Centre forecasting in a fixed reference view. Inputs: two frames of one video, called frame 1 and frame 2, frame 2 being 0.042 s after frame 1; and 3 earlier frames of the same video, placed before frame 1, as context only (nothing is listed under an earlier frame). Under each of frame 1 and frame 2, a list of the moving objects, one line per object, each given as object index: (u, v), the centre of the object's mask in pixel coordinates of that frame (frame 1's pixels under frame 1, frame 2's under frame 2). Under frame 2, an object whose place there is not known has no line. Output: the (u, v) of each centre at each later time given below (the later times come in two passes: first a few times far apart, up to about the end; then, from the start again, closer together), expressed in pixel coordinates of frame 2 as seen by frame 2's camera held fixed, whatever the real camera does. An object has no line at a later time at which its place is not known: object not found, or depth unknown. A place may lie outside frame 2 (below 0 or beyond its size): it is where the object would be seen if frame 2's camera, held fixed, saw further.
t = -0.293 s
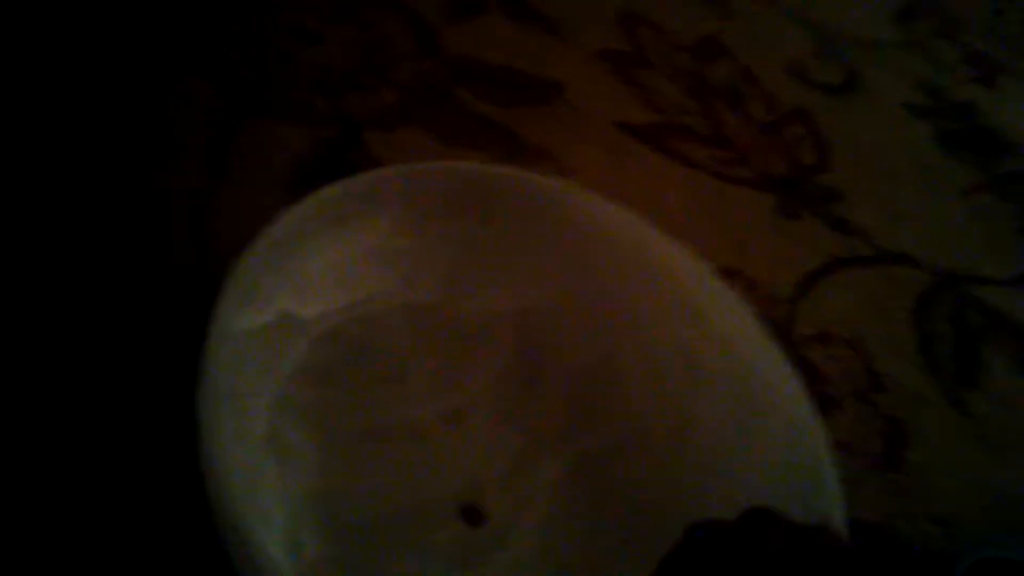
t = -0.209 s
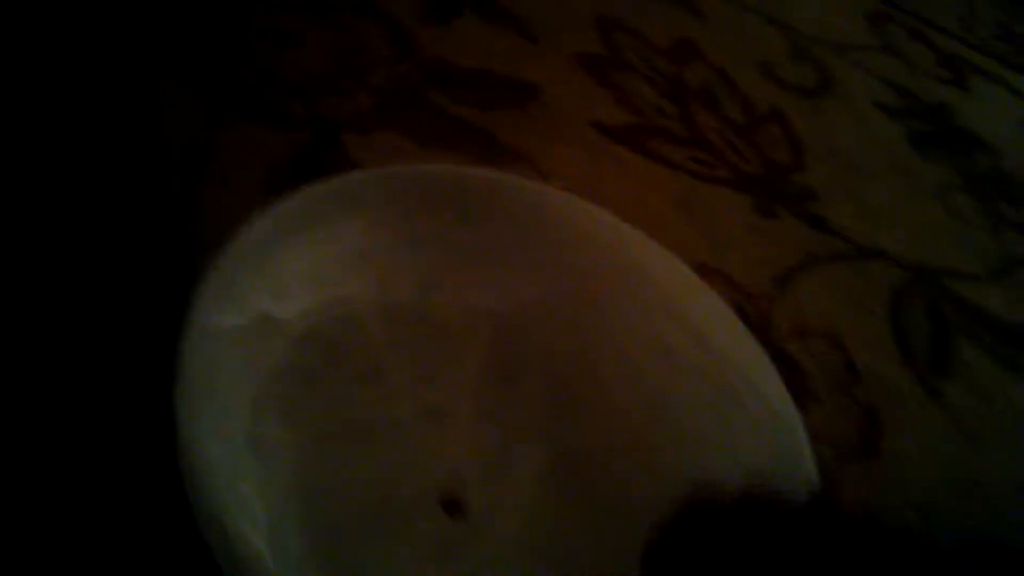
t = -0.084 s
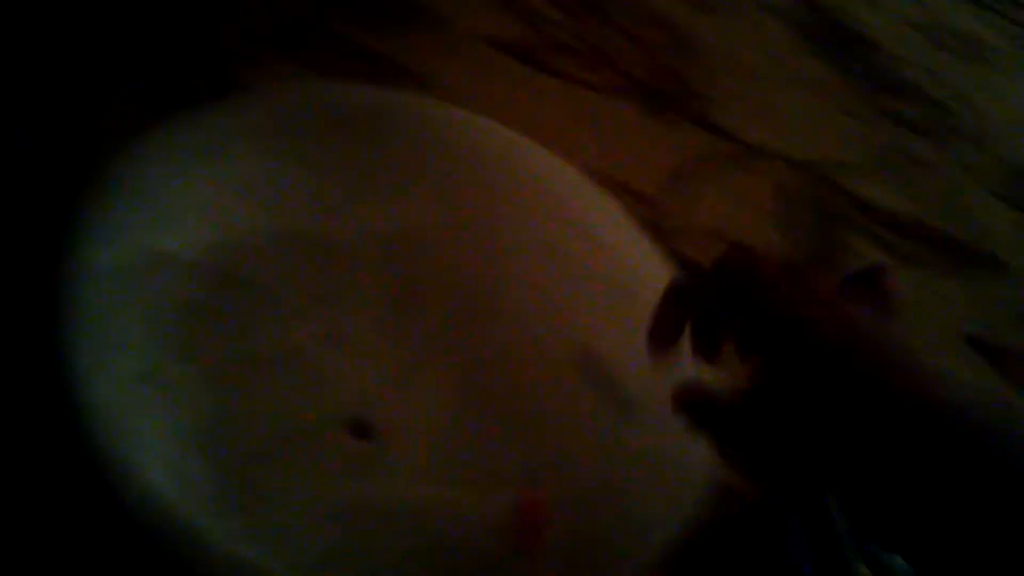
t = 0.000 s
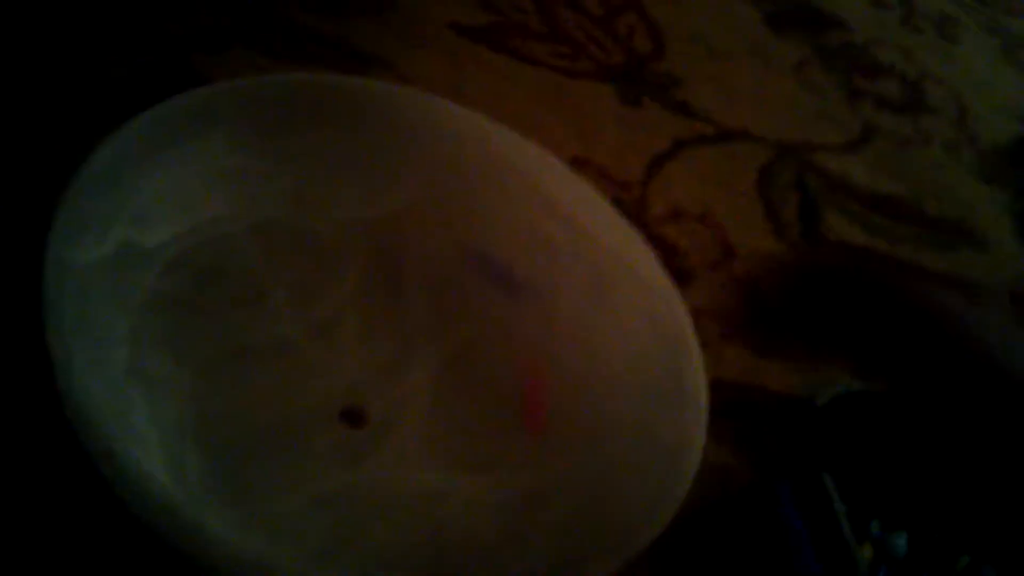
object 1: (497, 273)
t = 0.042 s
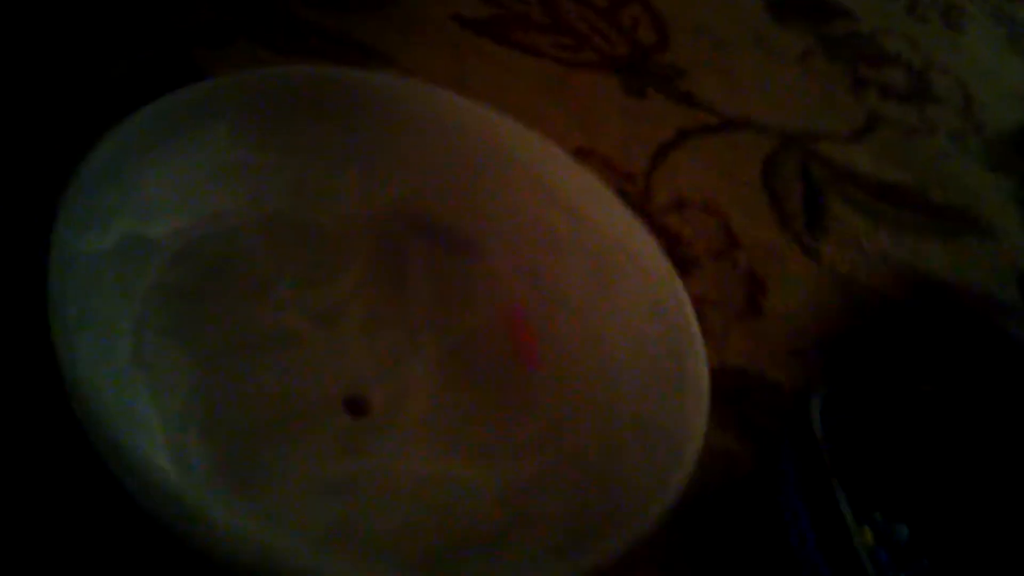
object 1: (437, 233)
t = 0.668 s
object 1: (557, 338)
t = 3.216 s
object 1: (484, 362)
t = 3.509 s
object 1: (309, 287)
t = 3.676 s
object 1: (257, 361)
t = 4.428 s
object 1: (450, 345)
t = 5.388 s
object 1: (422, 483)
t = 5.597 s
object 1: (436, 418)
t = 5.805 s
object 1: (420, 356)
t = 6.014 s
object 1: (391, 335)
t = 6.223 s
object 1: (369, 372)
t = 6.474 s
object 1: (361, 402)
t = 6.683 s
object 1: (361, 402)
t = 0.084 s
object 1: (368, 216)
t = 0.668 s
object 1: (557, 338)
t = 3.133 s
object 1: (509, 415)
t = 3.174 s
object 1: (501, 386)
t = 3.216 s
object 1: (484, 362)
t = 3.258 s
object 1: (464, 339)
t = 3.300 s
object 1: (438, 319)
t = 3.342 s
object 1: (411, 305)
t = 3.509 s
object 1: (309, 287)
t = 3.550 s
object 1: (290, 297)
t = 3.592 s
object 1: (274, 315)
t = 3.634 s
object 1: (264, 338)
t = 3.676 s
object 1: (257, 361)
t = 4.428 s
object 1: (450, 345)
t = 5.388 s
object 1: (422, 483)
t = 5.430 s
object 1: (428, 476)
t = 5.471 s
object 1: (433, 462)
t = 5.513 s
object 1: (436, 447)
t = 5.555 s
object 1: (436, 433)
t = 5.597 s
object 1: (436, 418)
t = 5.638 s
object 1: (436, 405)
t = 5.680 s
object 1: (431, 389)
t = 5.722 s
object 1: (429, 376)
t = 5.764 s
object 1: (424, 367)
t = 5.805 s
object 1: (420, 356)
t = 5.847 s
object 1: (414, 348)
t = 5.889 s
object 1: (409, 341)
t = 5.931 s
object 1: (403, 337)
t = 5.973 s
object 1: (397, 335)
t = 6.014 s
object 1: (391, 335)
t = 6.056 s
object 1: (385, 337)
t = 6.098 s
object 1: (381, 343)
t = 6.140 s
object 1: (376, 351)
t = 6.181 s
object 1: (373, 360)
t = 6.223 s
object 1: (369, 372)
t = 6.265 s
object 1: (366, 385)
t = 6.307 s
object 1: (362, 401)
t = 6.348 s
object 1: (361, 402)
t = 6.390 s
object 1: (361, 402)
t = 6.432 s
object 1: (361, 402)
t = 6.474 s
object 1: (361, 402)
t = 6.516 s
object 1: (361, 402)
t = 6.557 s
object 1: (361, 401)
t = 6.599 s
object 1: (362, 401)
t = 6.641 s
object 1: (361, 402)
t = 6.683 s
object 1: (361, 402)
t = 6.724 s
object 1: (362, 402)
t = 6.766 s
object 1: (362, 402)
